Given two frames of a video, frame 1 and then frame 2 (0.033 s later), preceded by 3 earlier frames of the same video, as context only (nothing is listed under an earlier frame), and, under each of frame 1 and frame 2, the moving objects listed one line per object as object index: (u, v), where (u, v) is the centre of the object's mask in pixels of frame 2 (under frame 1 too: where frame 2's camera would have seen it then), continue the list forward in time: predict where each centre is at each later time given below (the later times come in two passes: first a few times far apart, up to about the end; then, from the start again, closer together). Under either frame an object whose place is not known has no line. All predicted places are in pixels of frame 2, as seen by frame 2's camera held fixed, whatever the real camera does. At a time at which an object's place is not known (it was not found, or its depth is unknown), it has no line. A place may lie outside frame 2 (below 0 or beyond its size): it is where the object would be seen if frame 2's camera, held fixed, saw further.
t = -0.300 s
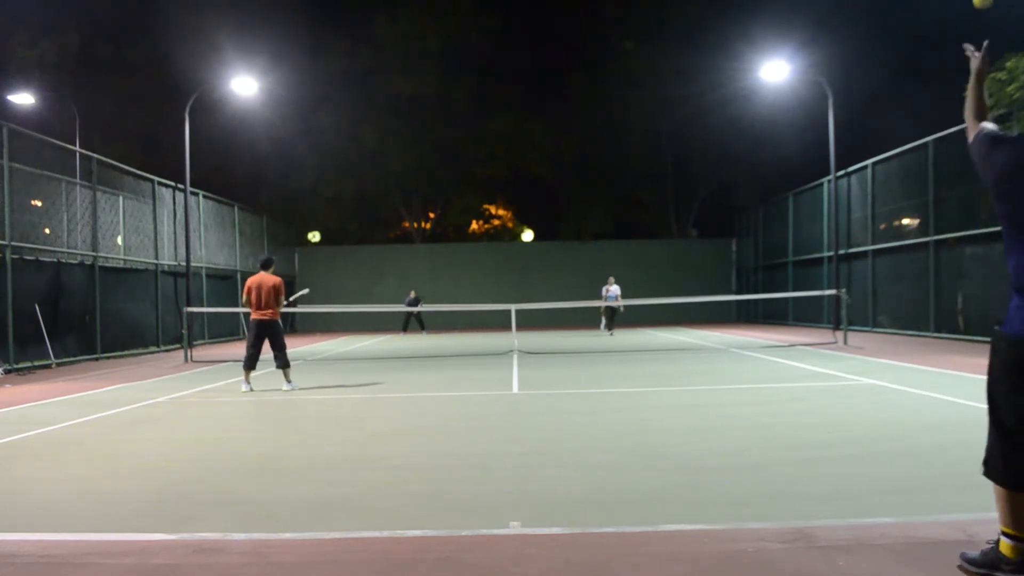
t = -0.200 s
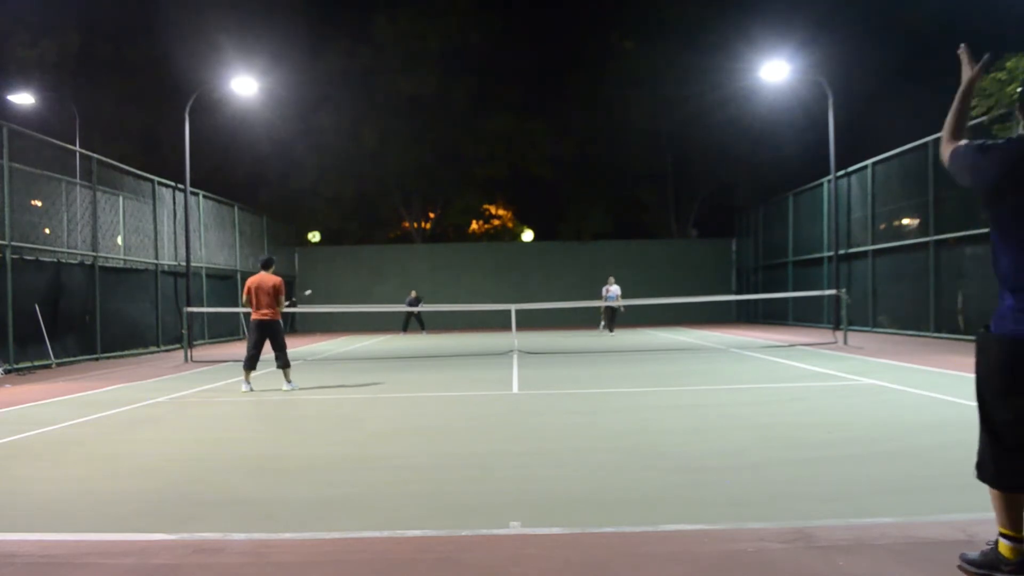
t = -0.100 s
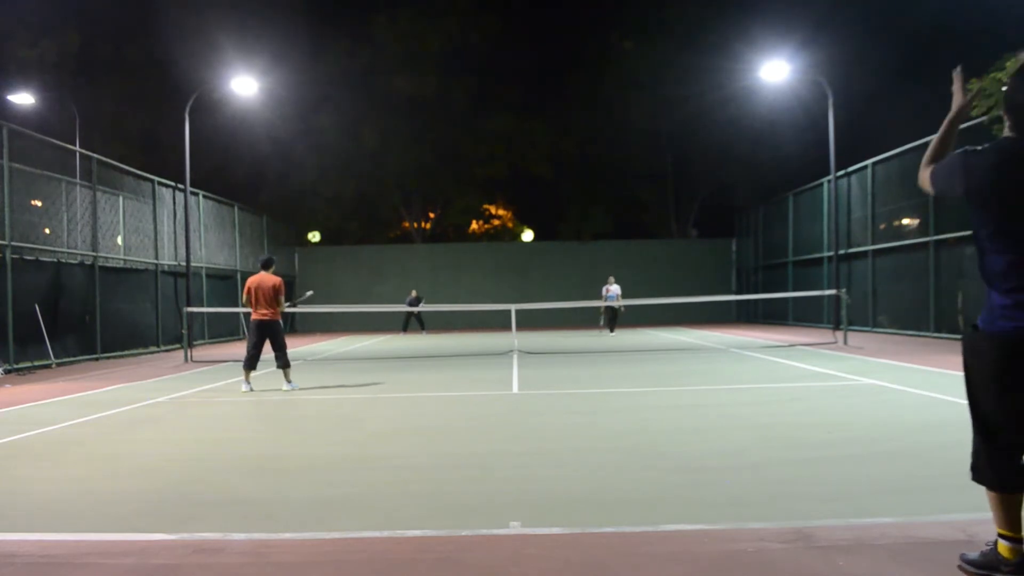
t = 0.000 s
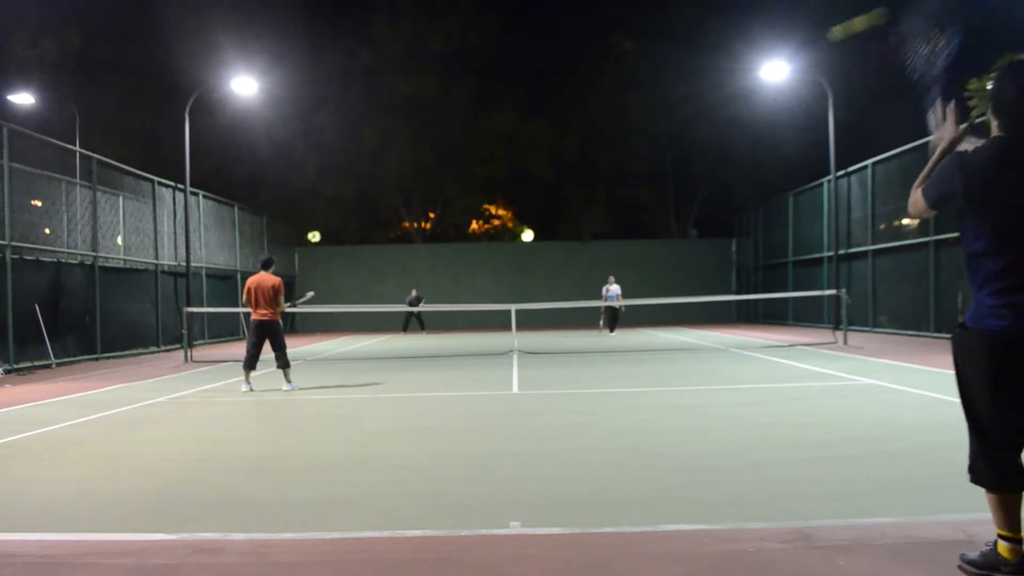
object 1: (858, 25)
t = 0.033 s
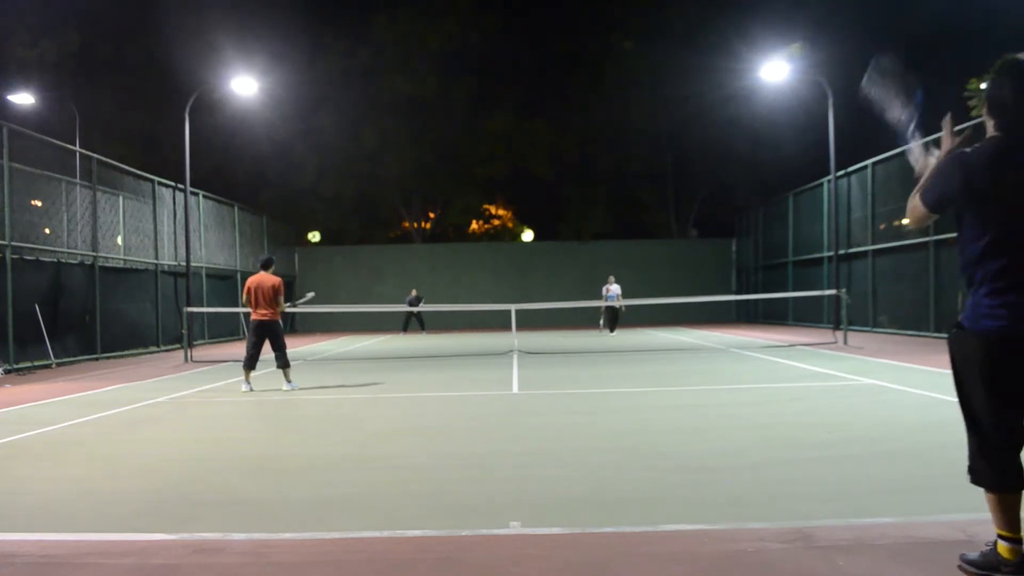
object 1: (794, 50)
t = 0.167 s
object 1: (634, 130)
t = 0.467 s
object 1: (520, 229)
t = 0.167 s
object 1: (634, 130)
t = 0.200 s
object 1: (612, 144)
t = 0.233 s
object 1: (594, 157)
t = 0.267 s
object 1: (579, 169)
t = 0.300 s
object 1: (566, 180)
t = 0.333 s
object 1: (554, 191)
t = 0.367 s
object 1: (544, 201)
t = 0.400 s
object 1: (535, 211)
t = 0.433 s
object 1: (526, 221)
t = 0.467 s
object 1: (520, 229)
